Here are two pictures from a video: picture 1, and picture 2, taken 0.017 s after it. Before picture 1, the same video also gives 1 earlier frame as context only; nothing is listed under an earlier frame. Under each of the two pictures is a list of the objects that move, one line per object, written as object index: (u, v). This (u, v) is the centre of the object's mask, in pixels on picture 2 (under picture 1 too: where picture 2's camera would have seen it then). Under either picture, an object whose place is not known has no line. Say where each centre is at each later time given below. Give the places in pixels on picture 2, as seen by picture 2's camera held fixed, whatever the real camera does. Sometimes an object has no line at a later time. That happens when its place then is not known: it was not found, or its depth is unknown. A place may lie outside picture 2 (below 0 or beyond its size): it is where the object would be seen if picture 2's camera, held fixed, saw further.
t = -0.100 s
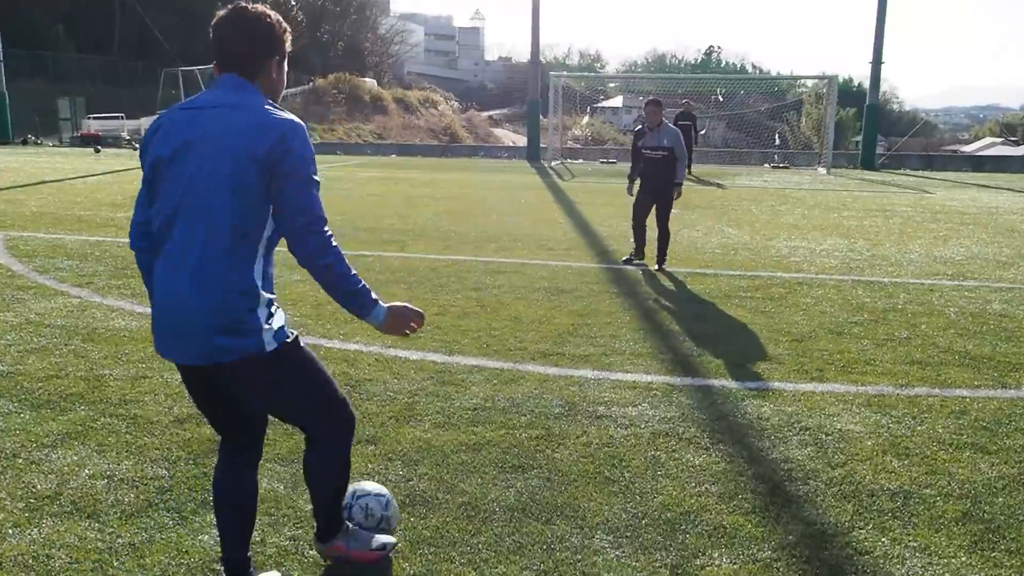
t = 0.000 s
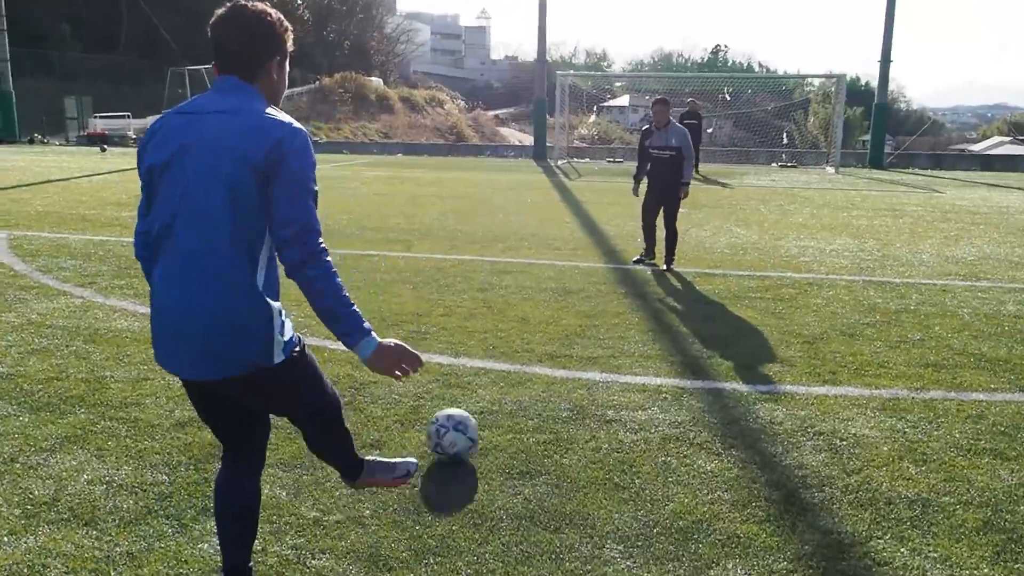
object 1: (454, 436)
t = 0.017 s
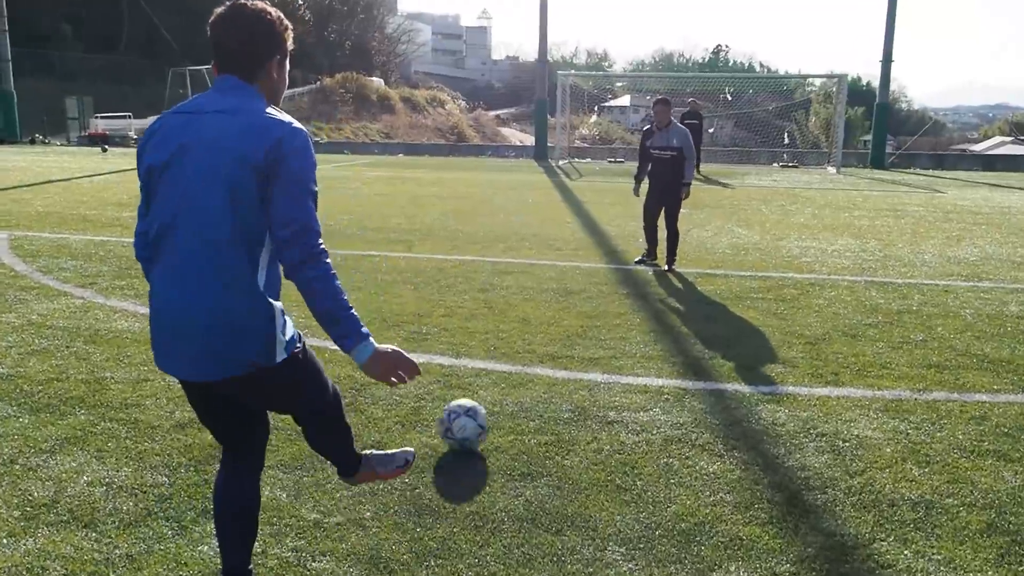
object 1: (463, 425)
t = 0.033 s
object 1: (473, 414)
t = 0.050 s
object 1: (481, 405)
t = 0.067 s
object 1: (489, 396)
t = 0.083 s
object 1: (497, 390)
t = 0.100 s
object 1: (503, 383)
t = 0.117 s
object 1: (510, 376)
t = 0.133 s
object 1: (516, 369)
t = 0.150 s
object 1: (521, 363)
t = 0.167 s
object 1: (527, 356)
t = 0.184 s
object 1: (532, 351)
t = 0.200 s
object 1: (536, 347)
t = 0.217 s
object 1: (541, 342)
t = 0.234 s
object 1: (545, 338)
